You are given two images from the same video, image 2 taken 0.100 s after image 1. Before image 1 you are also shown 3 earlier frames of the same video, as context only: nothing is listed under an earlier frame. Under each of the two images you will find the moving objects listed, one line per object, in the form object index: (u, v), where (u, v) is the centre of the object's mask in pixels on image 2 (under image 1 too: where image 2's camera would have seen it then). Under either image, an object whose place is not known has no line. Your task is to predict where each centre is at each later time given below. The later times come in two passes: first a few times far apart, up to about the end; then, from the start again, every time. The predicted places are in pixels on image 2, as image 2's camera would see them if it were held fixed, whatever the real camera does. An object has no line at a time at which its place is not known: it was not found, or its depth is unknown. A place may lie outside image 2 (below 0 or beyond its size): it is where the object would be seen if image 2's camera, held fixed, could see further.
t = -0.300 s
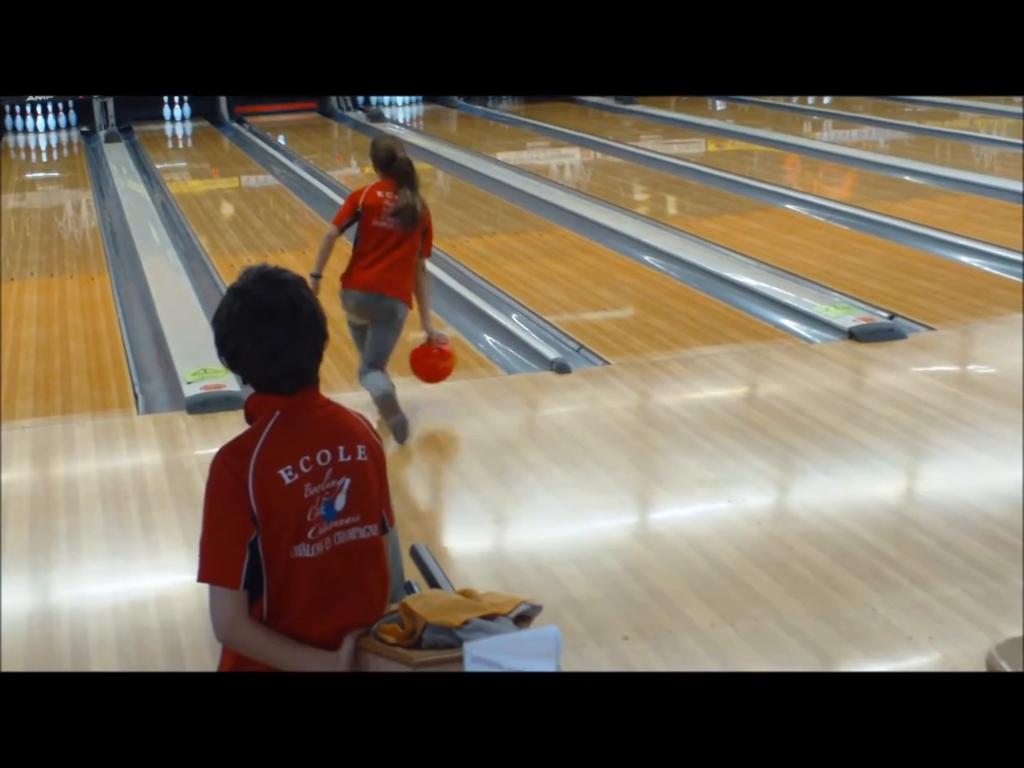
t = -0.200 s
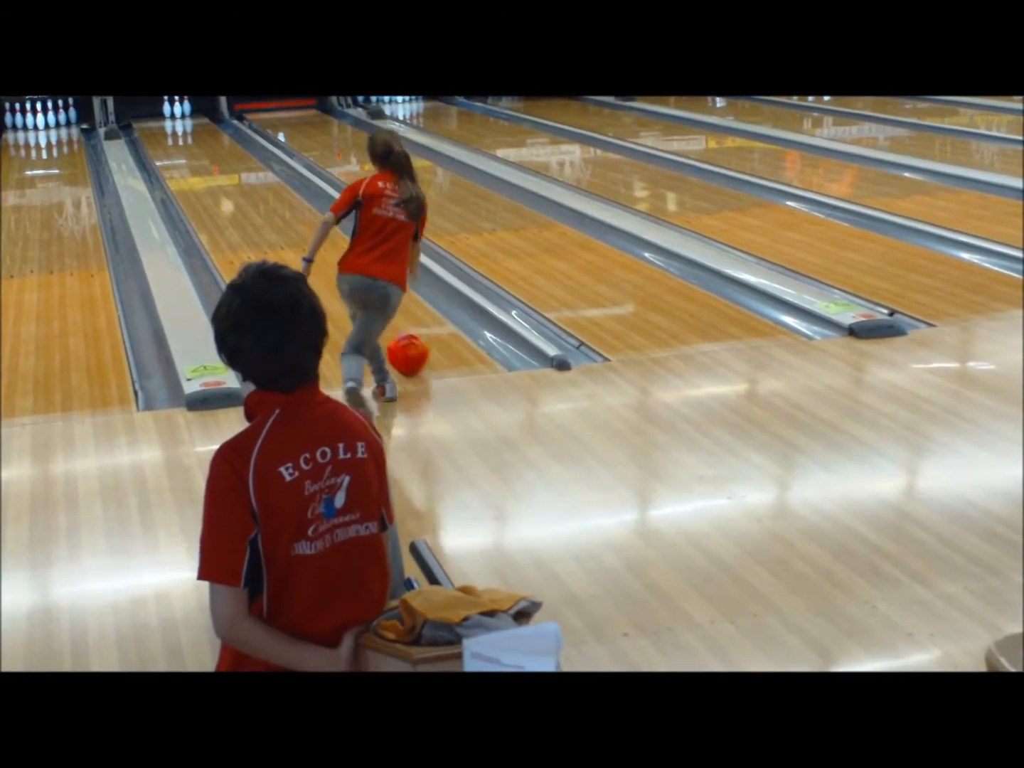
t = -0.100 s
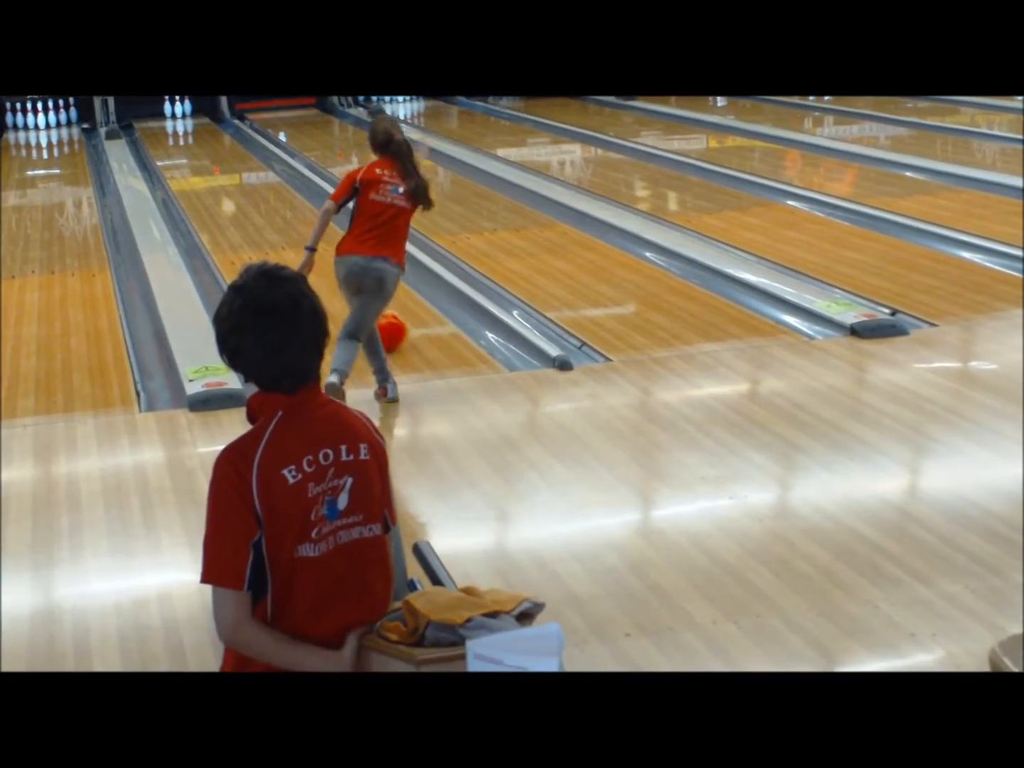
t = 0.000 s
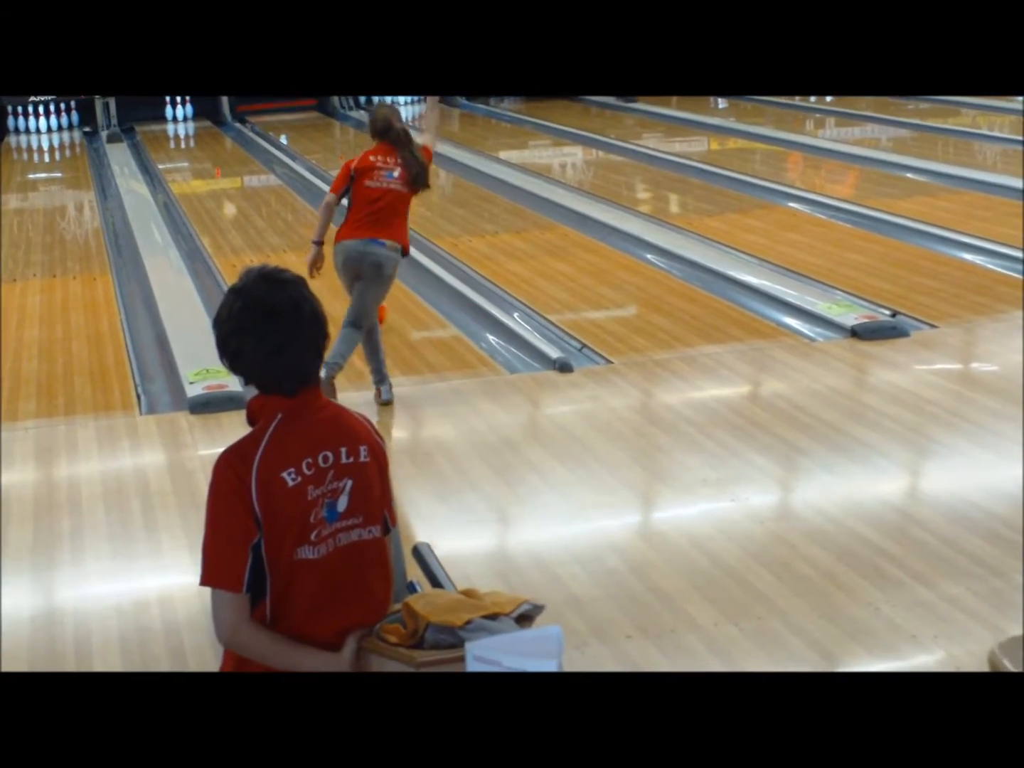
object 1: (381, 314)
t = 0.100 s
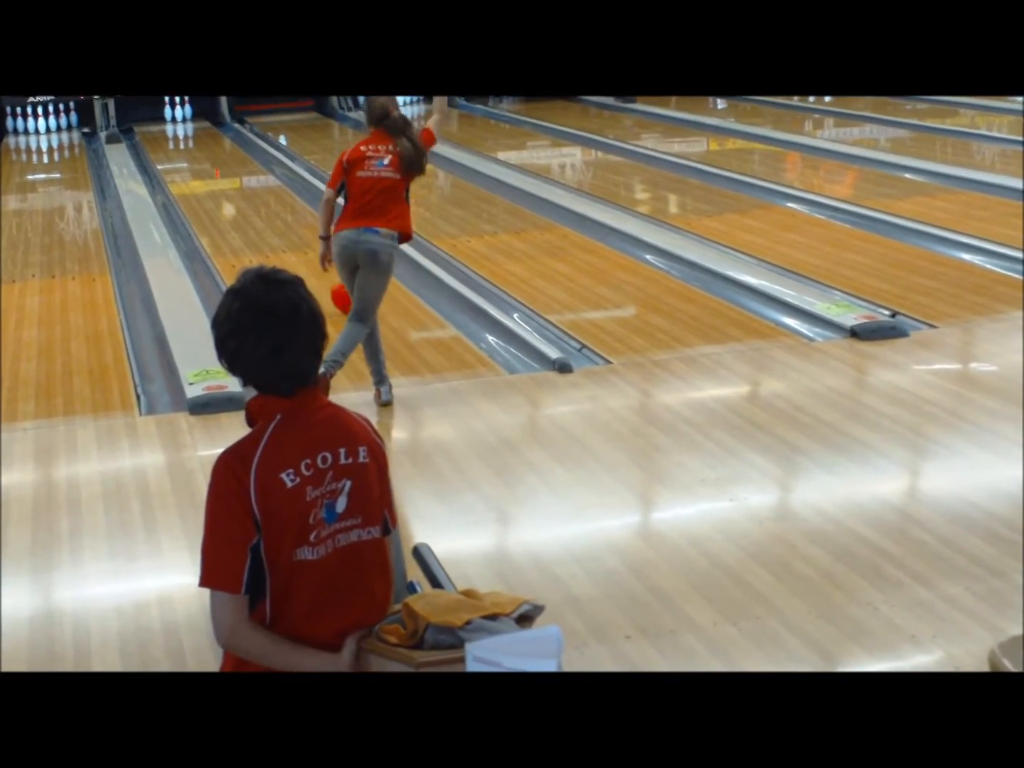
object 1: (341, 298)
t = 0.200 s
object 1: (329, 281)
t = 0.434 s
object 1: (301, 248)
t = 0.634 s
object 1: (280, 226)
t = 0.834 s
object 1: (262, 208)
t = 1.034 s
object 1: (247, 192)
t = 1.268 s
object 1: (232, 176)
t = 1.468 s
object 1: (221, 165)
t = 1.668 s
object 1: (211, 156)
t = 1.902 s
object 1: (202, 145)
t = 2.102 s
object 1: (195, 137)
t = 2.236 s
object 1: (190, 133)
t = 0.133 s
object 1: (337, 292)
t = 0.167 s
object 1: (333, 286)
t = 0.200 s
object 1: (329, 281)
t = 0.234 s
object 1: (325, 275)
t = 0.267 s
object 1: (321, 270)
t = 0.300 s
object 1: (317, 265)
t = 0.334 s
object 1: (314, 260)
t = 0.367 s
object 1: (309, 256)
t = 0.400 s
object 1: (305, 252)
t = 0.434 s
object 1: (301, 248)
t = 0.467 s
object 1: (298, 244)
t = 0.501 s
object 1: (294, 240)
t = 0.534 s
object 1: (290, 236)
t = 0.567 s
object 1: (286, 233)
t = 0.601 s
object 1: (283, 230)
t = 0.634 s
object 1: (280, 226)
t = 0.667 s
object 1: (277, 223)
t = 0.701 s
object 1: (273, 220)
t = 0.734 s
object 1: (270, 217)
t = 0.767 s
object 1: (268, 214)
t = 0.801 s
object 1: (265, 211)
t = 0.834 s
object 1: (262, 208)
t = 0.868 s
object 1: (259, 205)
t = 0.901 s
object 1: (257, 202)
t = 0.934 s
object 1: (254, 200)
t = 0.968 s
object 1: (252, 197)
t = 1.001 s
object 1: (249, 195)
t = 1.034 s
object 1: (247, 192)
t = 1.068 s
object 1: (244, 190)
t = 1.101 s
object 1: (242, 187)
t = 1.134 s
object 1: (240, 185)
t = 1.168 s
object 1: (238, 183)
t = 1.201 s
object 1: (236, 180)
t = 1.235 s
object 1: (234, 178)
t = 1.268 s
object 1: (232, 176)
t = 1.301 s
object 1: (230, 175)
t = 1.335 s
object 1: (228, 173)
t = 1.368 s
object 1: (226, 170)
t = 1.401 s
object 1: (224, 169)
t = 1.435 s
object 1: (222, 167)
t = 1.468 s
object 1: (221, 165)
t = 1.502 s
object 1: (219, 164)
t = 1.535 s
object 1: (217, 162)
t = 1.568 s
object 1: (216, 160)
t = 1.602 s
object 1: (214, 159)
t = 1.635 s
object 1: (213, 157)
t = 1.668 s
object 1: (211, 156)
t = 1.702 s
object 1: (210, 154)
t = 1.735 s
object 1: (208, 152)
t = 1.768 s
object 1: (207, 151)
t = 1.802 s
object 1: (206, 149)
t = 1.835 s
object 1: (204, 148)
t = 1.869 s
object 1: (203, 146)
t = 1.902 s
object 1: (202, 145)
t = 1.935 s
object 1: (201, 144)
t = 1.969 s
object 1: (200, 143)
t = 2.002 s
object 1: (199, 141)
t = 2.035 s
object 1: (196, 140)
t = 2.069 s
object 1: (196, 139)
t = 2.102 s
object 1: (195, 137)
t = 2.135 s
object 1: (193, 136)
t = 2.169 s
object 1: (192, 136)
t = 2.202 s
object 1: (191, 135)
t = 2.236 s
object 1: (190, 133)
